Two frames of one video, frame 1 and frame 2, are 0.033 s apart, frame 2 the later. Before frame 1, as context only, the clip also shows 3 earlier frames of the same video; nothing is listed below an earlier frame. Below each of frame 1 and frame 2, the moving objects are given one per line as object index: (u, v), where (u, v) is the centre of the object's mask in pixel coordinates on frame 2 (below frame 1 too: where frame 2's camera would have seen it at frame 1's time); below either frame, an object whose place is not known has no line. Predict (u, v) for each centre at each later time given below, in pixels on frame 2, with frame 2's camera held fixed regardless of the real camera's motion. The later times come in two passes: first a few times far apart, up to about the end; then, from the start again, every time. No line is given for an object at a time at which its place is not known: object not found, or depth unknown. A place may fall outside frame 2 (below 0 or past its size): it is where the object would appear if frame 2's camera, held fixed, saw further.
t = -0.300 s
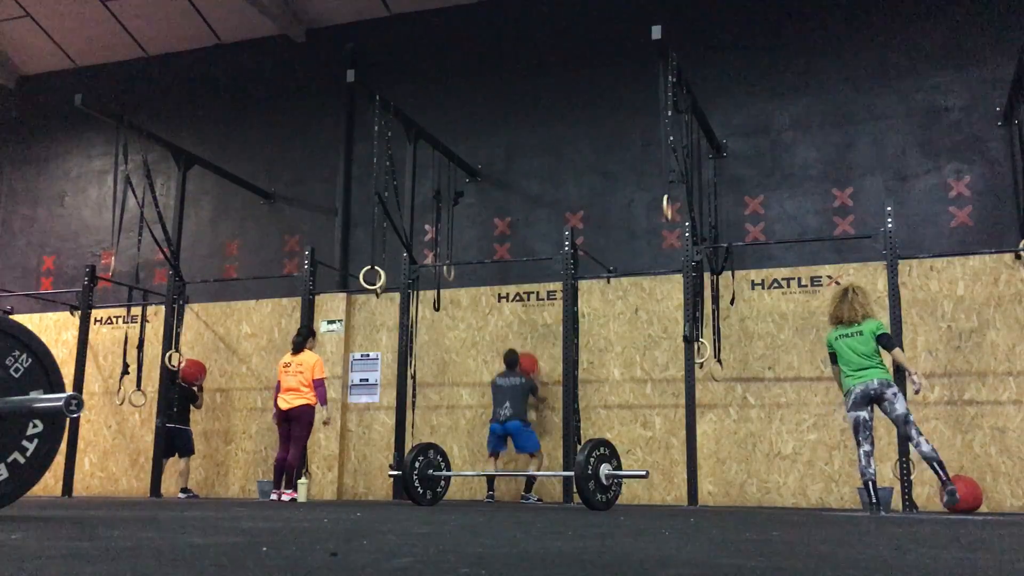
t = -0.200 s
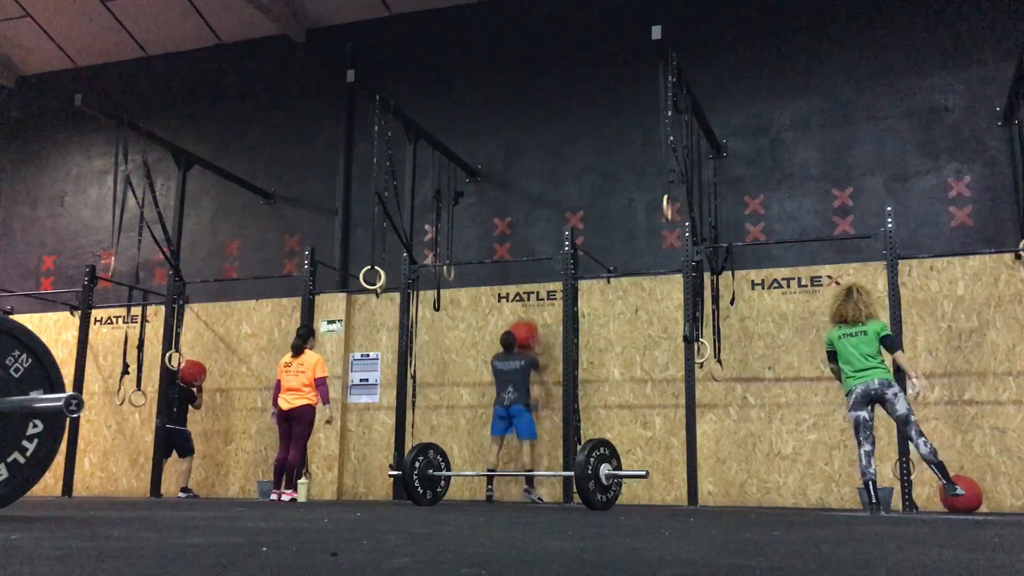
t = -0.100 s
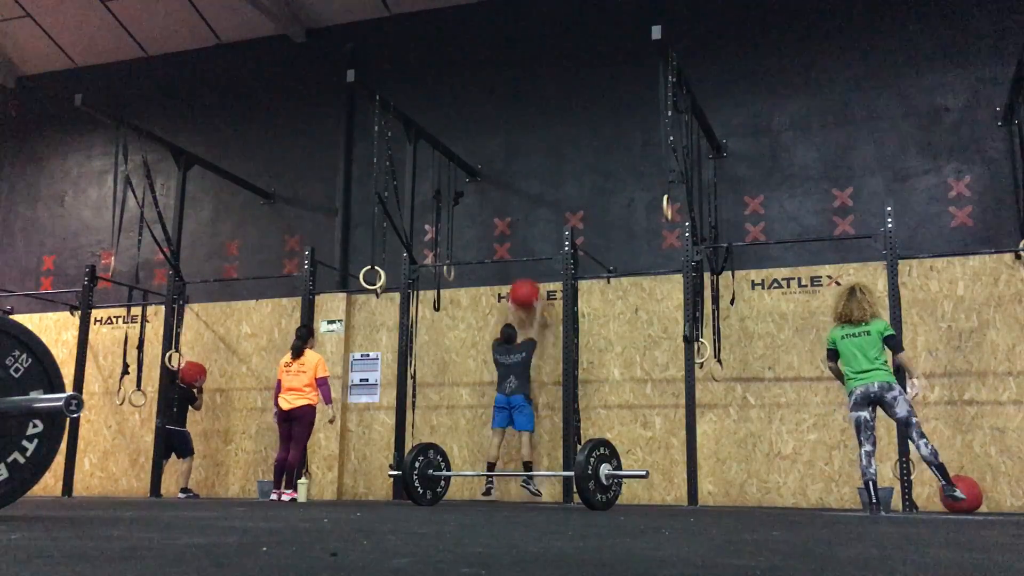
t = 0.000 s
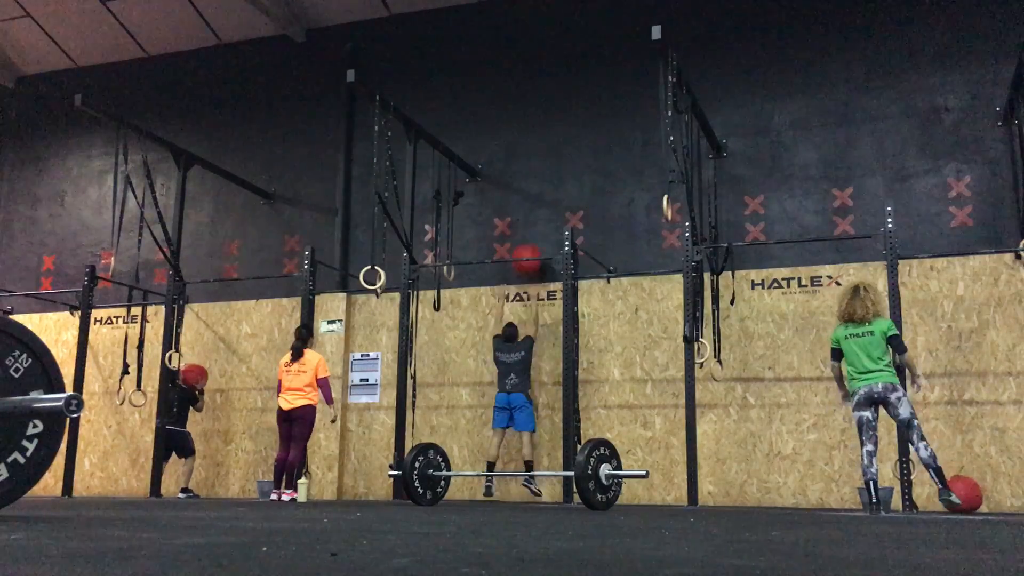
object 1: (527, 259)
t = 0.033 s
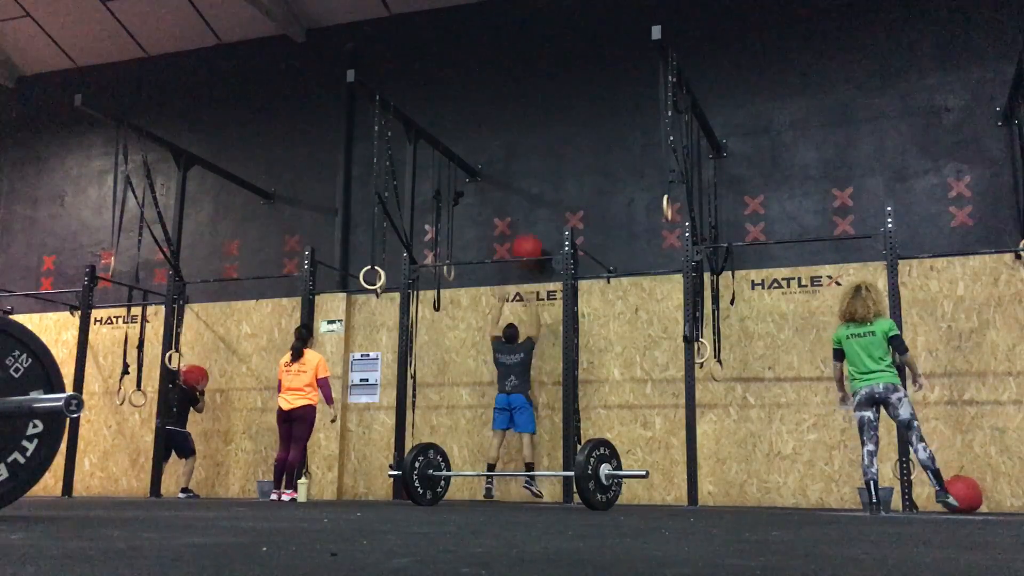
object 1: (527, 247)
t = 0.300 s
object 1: (531, 210)
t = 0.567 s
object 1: (528, 227)
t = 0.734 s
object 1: (527, 272)
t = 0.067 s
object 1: (528, 242)
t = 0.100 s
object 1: (529, 234)
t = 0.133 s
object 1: (529, 227)
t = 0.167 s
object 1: (530, 222)
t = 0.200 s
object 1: (530, 217)
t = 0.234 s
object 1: (531, 214)
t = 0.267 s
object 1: (531, 212)
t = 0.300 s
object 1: (531, 210)
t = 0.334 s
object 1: (531, 209)
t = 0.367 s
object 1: (530, 209)
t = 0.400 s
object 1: (530, 209)
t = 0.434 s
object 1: (530, 211)
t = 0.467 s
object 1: (529, 213)
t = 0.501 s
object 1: (529, 218)
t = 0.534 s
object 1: (529, 222)
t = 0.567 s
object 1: (528, 227)
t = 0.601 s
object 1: (528, 234)
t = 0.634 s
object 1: (527, 241)
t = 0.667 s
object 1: (527, 246)
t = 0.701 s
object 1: (527, 261)
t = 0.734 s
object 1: (527, 272)
